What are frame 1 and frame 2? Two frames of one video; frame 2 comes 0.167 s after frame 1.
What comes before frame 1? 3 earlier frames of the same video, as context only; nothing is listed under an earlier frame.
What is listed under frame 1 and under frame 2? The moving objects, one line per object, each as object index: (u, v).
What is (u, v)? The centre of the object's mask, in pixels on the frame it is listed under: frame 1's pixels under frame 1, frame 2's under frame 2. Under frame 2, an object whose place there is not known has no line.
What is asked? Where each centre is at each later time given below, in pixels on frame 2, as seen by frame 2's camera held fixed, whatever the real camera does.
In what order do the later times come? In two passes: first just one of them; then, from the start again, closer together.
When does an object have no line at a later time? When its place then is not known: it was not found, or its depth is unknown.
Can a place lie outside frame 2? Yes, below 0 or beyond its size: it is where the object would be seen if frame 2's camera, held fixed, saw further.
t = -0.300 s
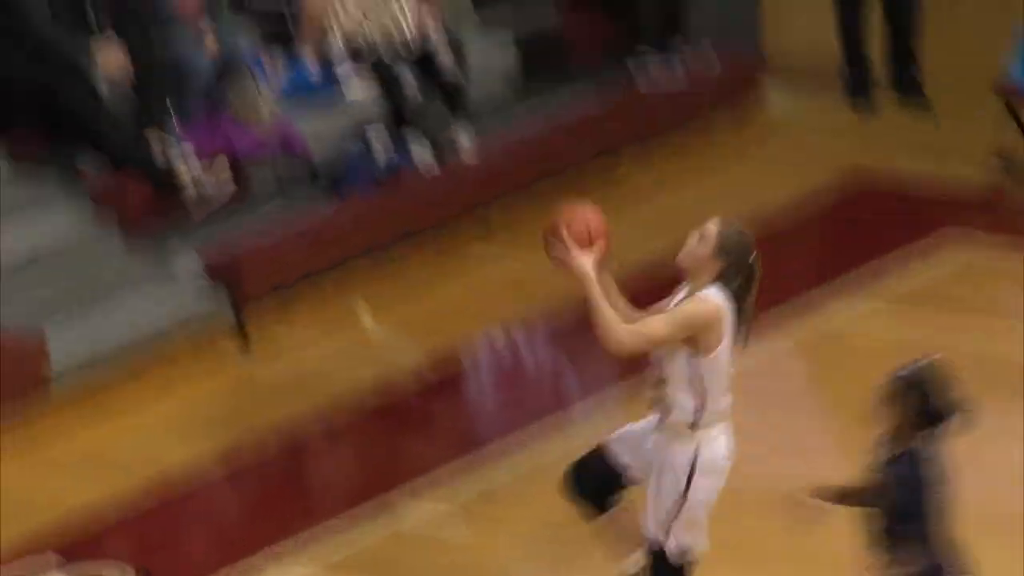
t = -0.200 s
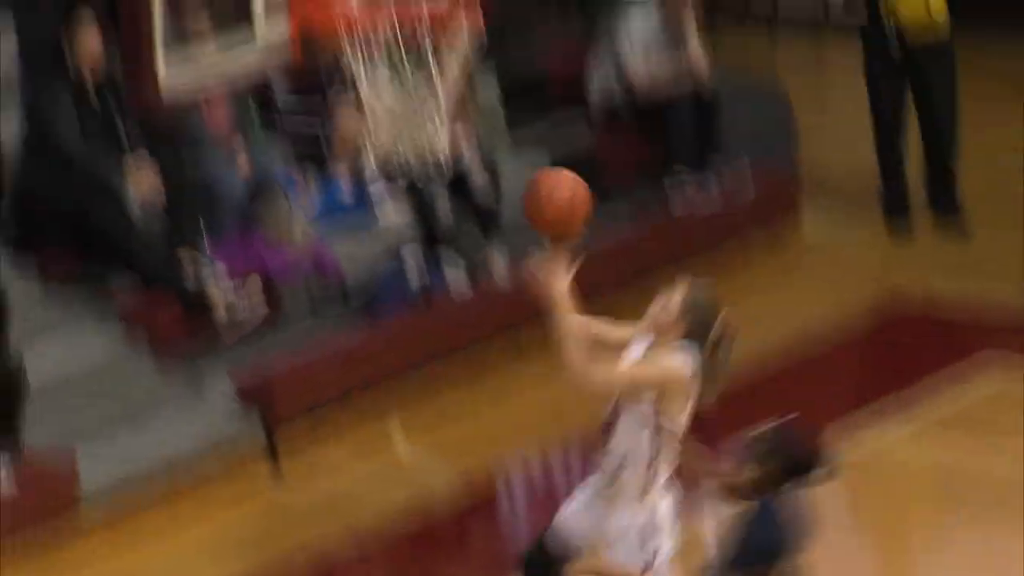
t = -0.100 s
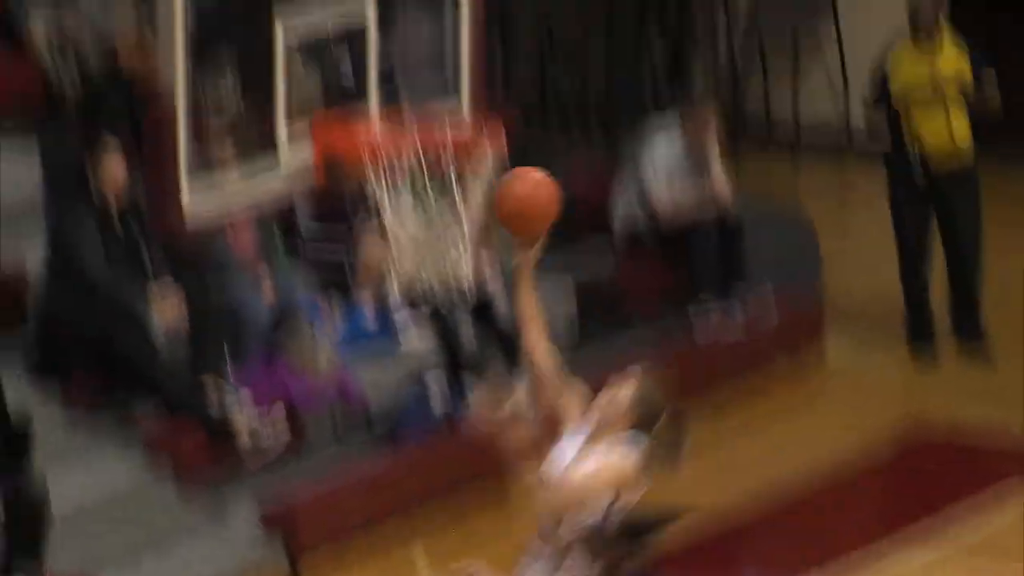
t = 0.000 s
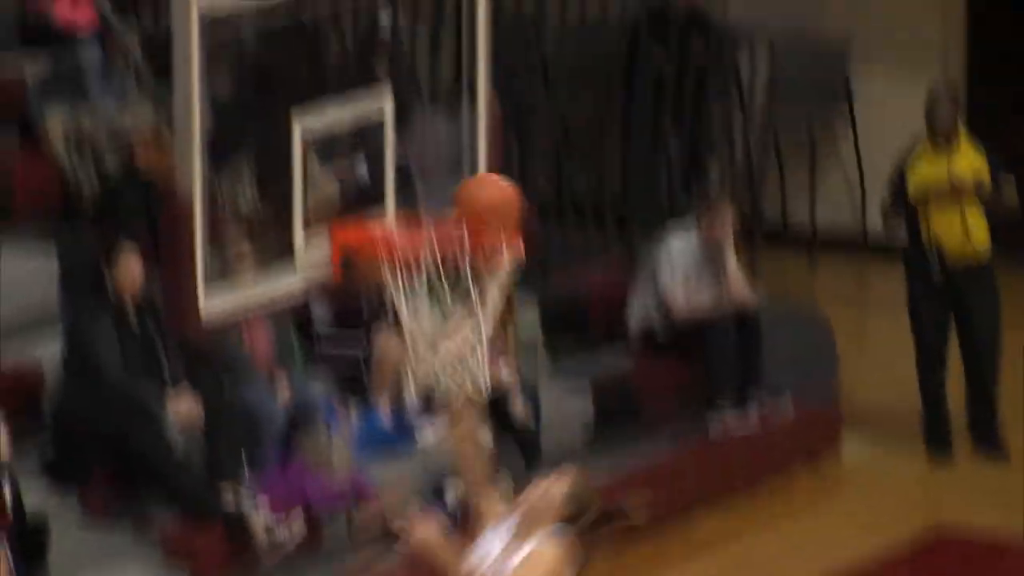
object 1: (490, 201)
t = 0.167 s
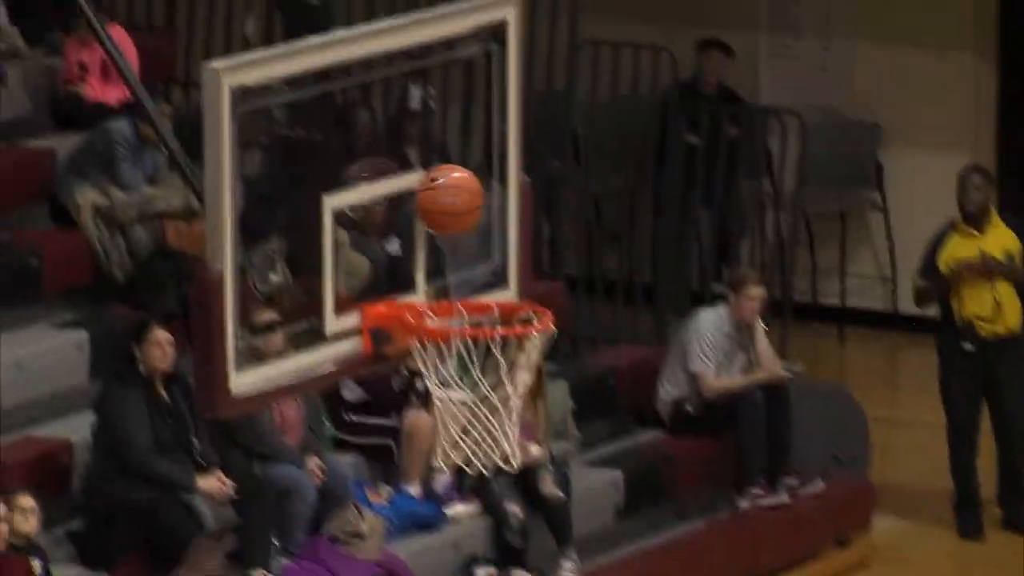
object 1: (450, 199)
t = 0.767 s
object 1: (465, 439)
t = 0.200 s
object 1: (454, 198)
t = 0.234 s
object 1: (459, 199)
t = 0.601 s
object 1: (482, 366)
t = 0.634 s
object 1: (478, 387)
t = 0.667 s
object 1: (476, 405)
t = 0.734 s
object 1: (468, 425)
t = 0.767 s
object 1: (465, 439)
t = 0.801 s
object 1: (462, 453)
